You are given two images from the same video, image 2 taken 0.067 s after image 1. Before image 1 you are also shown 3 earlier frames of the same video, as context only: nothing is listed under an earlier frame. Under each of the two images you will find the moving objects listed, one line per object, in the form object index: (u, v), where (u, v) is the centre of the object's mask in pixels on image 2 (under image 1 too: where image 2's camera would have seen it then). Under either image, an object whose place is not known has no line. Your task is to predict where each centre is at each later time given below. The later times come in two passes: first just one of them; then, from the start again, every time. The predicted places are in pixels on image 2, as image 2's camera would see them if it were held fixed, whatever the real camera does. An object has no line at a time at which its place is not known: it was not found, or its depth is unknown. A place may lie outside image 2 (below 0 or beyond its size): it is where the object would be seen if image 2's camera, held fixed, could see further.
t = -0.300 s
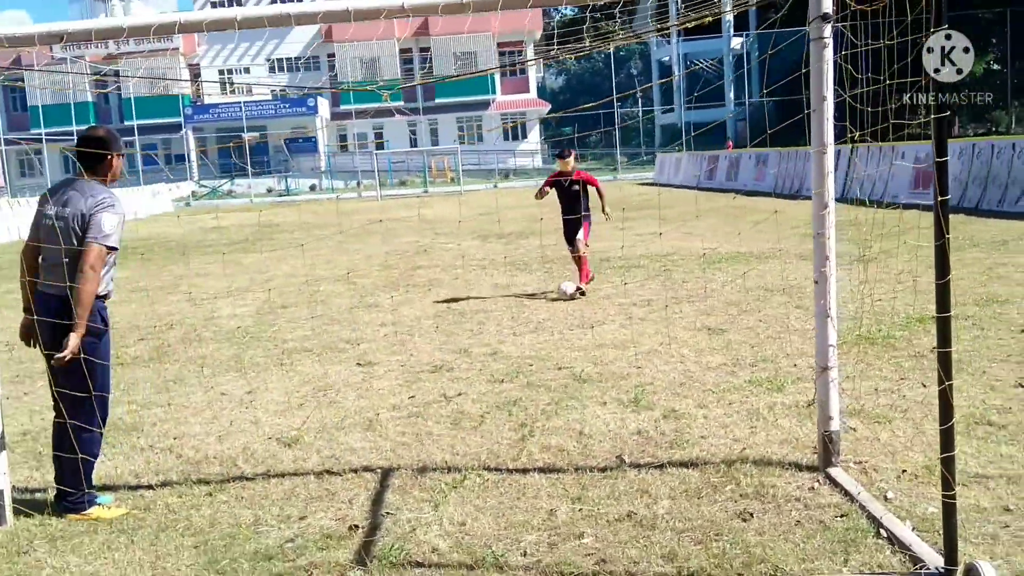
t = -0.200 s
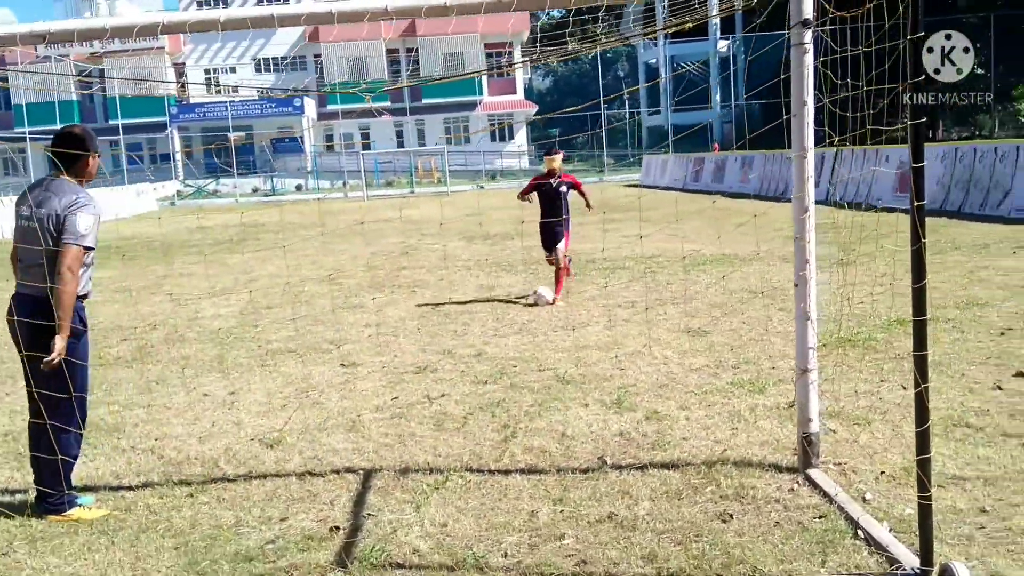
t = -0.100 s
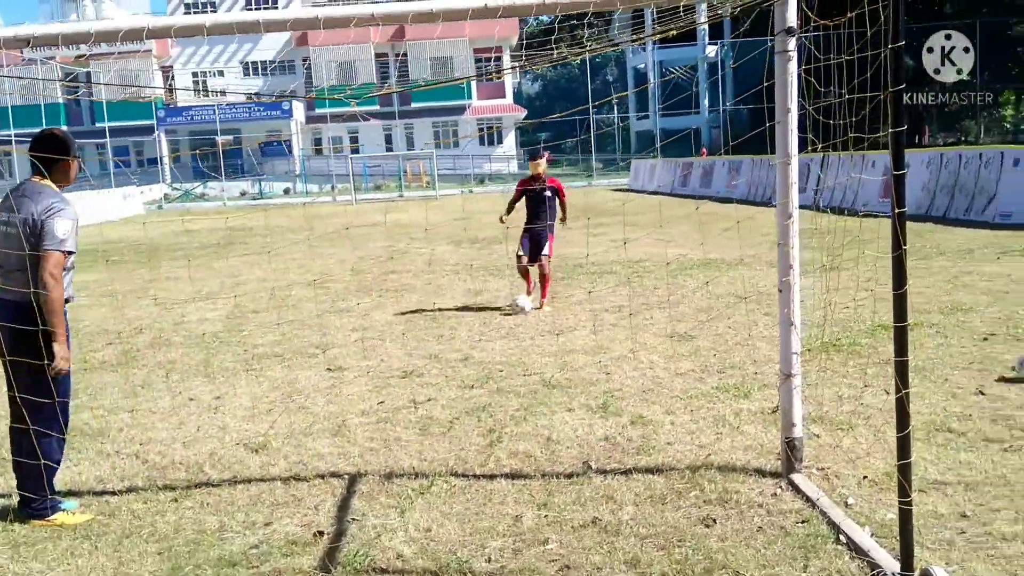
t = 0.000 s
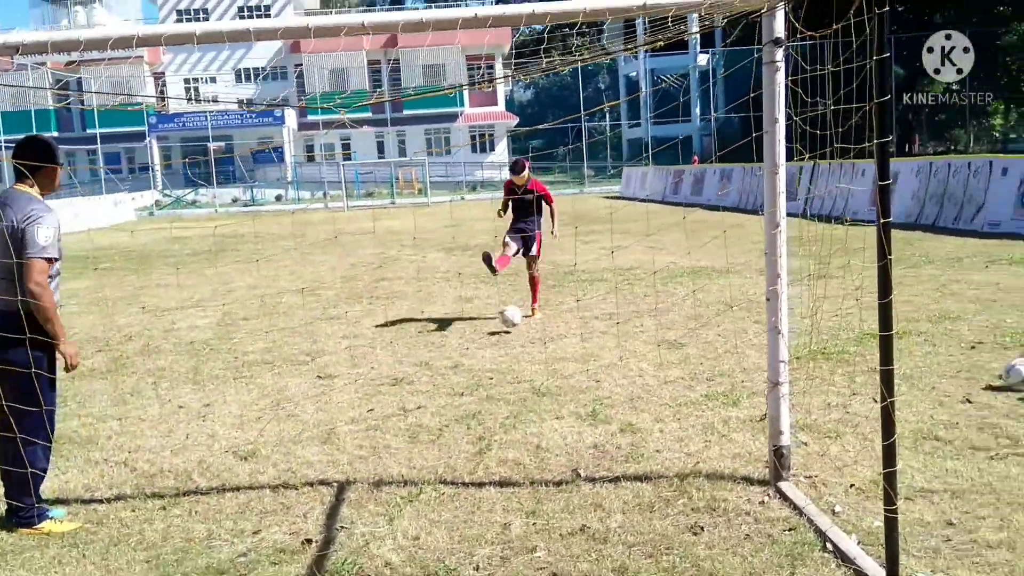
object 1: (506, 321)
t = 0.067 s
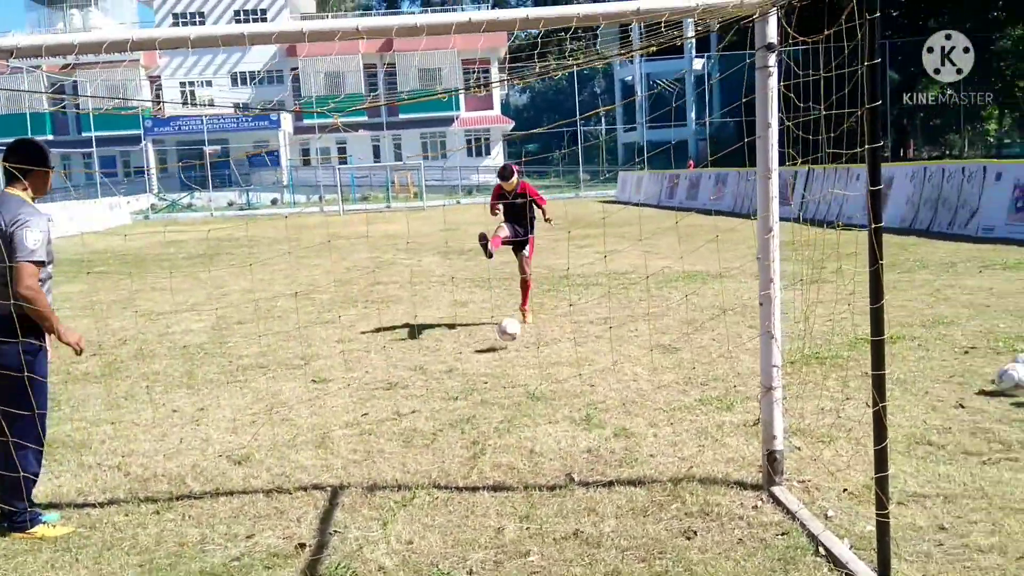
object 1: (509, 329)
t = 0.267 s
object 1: (527, 373)
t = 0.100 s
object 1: (511, 336)
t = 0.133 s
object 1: (514, 344)
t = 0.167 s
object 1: (516, 356)
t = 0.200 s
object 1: (520, 364)
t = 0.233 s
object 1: (523, 367)
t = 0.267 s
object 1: (527, 373)
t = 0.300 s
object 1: (533, 381)
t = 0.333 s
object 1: (539, 389)
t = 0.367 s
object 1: (545, 401)
